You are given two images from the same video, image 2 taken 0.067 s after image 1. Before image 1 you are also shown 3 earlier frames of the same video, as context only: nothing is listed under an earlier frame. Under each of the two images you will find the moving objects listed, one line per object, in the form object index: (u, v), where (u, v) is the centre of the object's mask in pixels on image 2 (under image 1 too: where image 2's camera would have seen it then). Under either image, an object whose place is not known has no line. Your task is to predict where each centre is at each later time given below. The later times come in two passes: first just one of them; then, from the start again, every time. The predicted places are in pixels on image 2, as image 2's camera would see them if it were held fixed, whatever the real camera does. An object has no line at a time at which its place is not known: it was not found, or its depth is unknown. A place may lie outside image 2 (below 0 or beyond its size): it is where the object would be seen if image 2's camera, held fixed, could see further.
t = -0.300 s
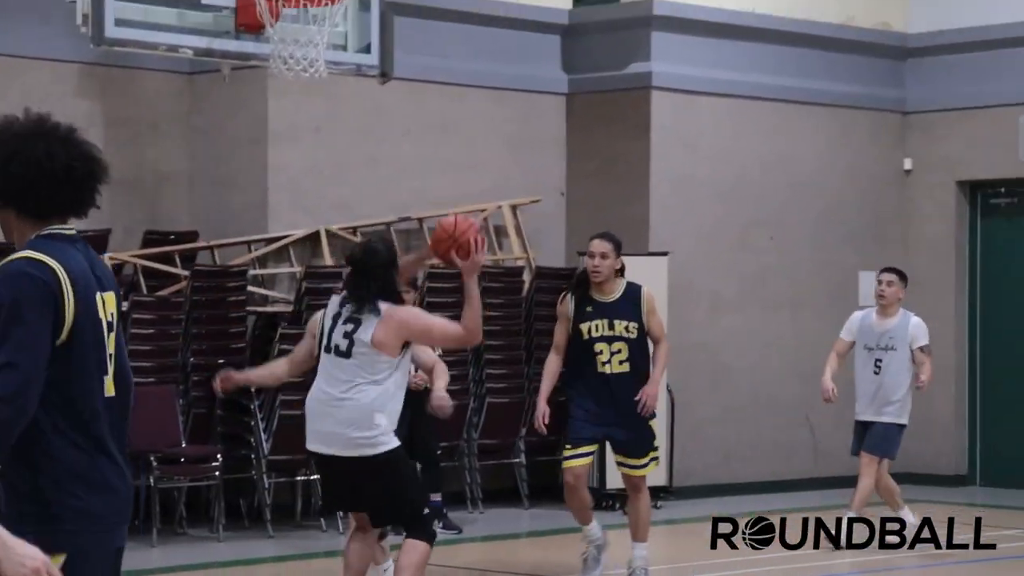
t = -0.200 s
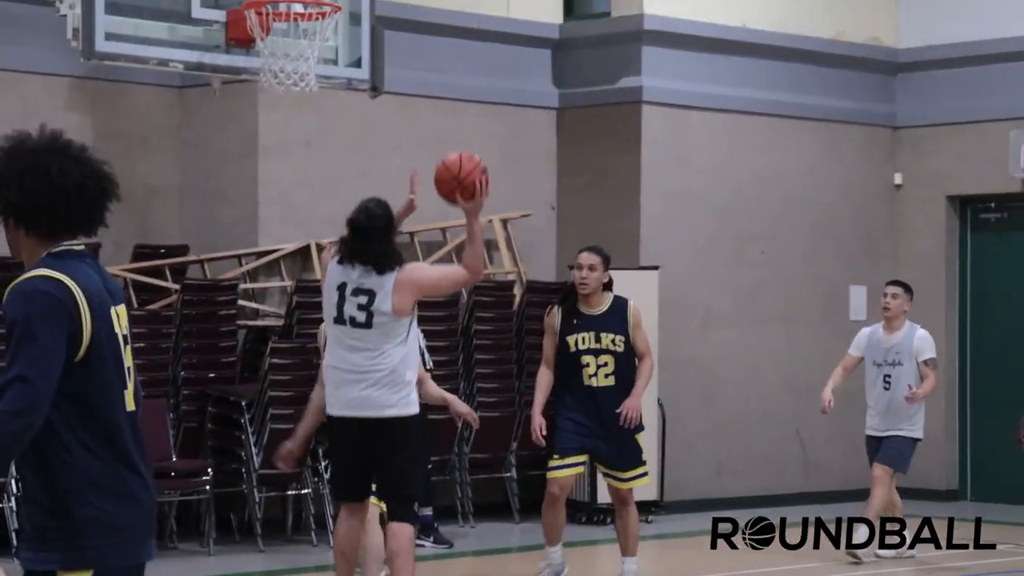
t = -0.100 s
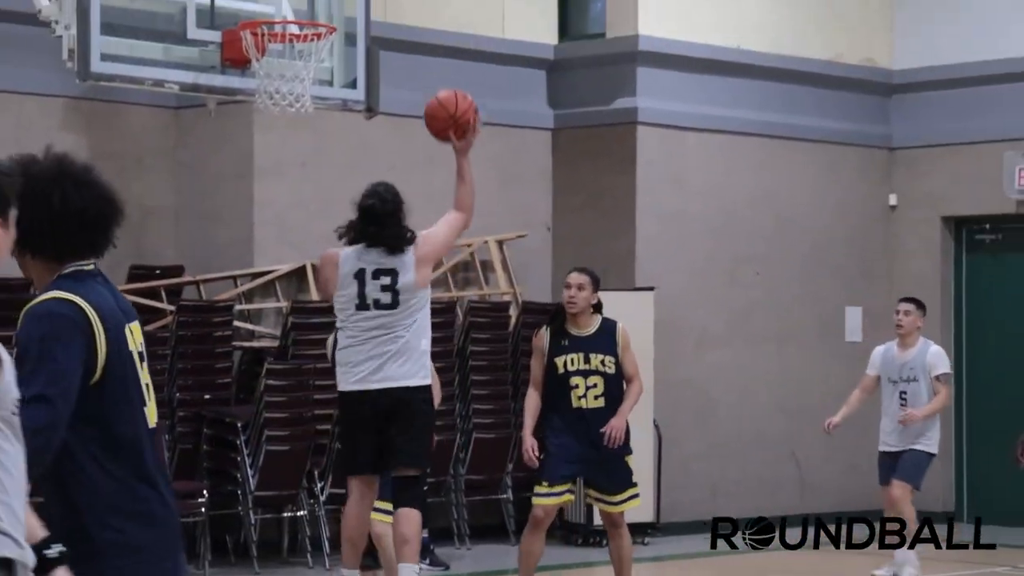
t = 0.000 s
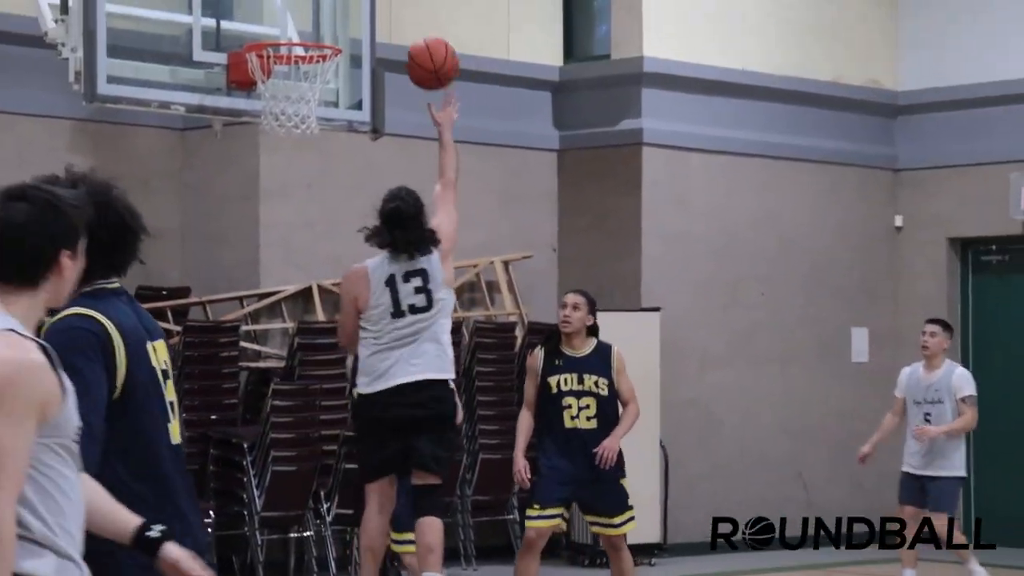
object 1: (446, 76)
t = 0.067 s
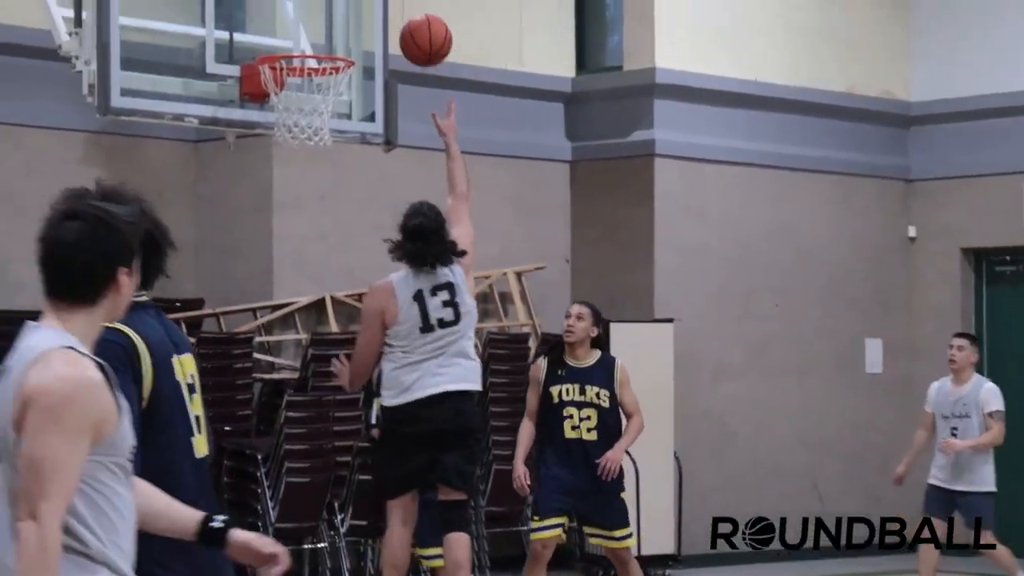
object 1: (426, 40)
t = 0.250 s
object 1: (376, -4)
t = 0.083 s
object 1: (421, 33)
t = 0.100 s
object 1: (416, 27)
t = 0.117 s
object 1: (412, 21)
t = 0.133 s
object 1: (407, 16)
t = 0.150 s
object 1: (402, 11)
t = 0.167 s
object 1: (397, 7)
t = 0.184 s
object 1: (392, 4)
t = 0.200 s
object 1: (388, 1)
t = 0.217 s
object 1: (384, -1)
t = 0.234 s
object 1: (379, -3)
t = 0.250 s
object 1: (376, -4)
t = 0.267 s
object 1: (371, -4)
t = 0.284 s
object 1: (367, -4)
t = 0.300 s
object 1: (362, -4)
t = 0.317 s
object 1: (358, -3)
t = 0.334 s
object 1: (353, -1)
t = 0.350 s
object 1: (349, 1)
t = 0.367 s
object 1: (345, 5)
